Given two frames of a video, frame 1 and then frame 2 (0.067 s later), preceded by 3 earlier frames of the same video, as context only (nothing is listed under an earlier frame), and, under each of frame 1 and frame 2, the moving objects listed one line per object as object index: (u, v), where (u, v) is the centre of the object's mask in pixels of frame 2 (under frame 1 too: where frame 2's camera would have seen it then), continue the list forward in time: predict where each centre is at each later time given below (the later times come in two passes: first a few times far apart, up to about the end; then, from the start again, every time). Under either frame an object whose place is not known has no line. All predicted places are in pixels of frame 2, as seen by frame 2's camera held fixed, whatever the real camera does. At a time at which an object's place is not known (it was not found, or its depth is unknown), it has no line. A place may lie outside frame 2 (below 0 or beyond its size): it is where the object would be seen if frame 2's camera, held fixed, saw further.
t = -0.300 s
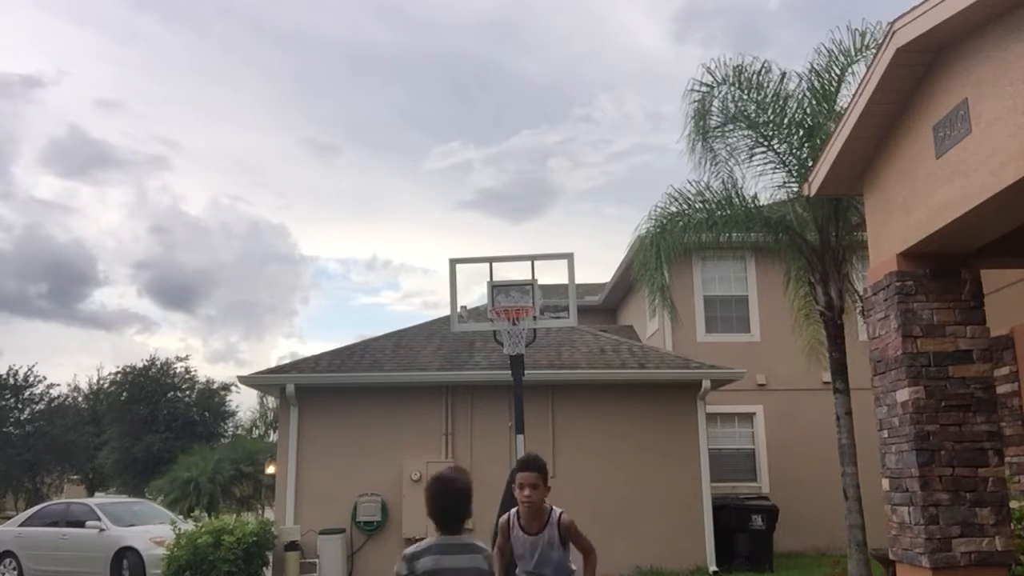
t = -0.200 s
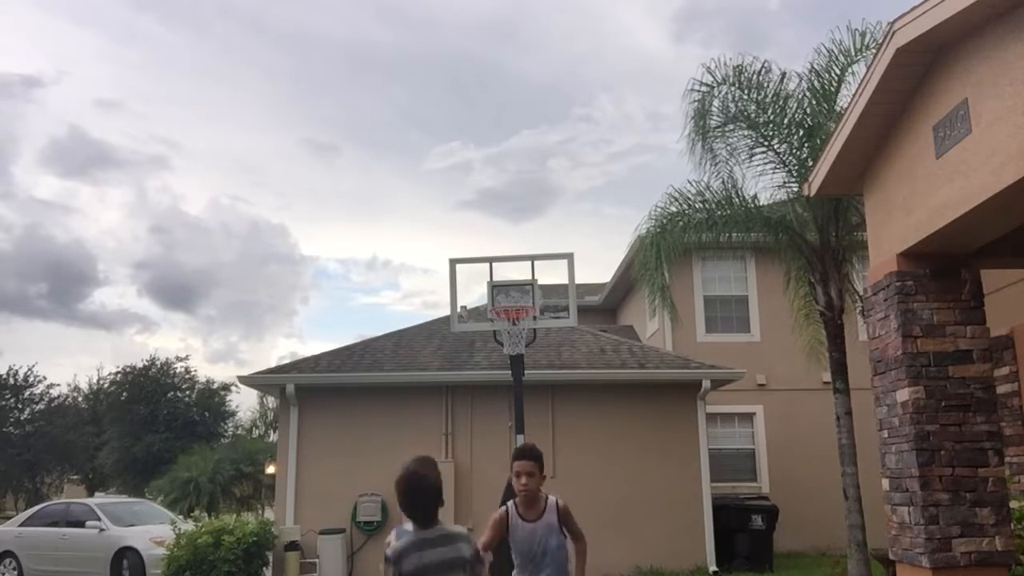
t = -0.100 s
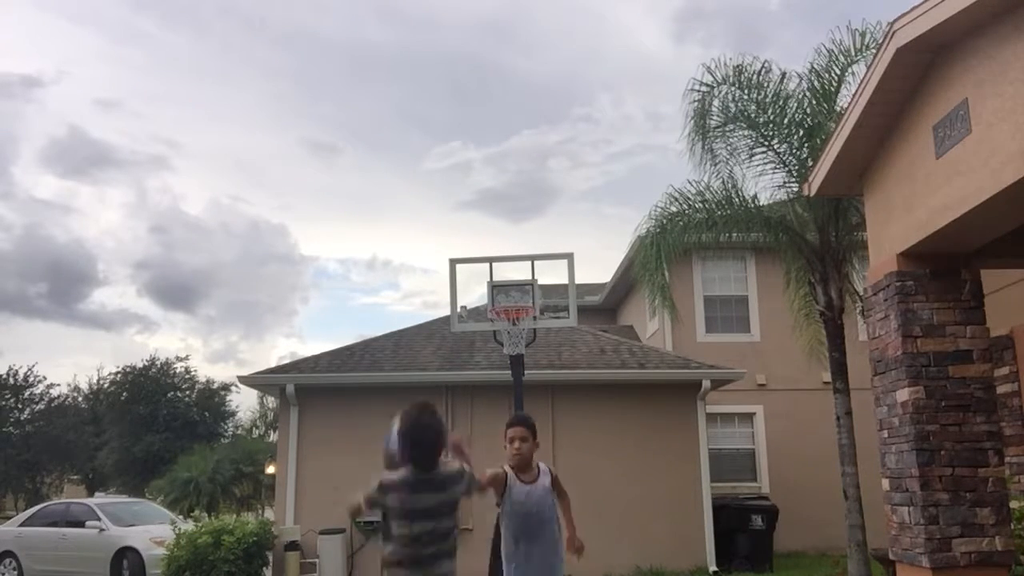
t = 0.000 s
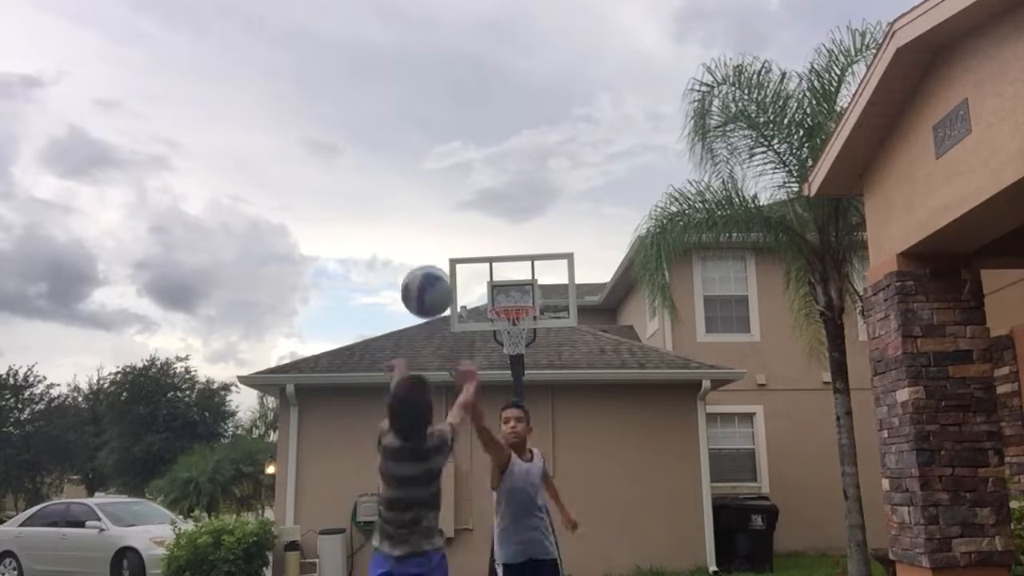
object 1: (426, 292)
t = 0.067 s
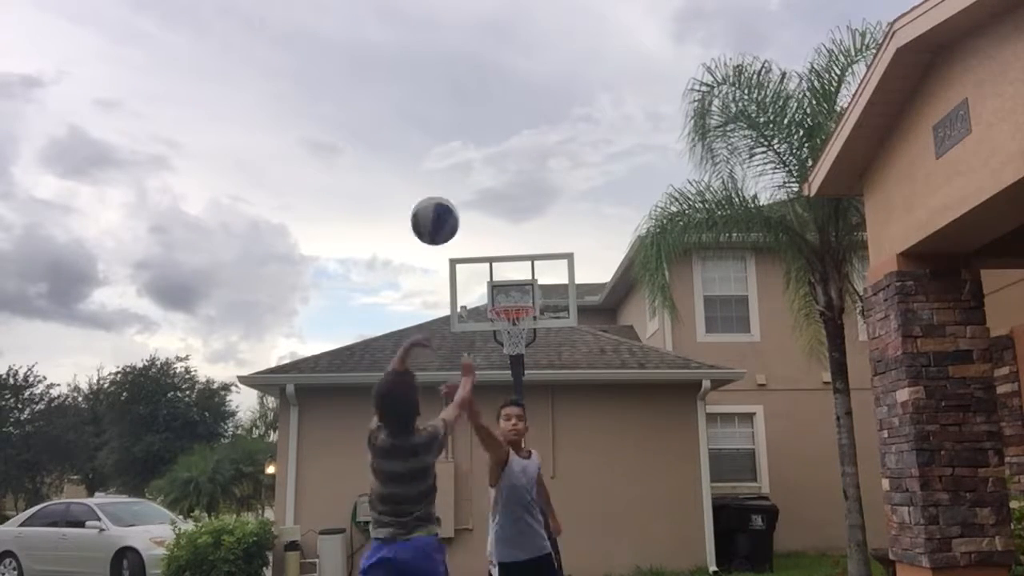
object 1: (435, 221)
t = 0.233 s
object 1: (449, 121)
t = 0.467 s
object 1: (464, 84)
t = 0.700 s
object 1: (476, 117)
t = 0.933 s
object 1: (486, 197)
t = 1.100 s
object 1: (492, 274)
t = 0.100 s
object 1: (438, 193)
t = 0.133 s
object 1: (441, 171)
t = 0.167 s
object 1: (444, 151)
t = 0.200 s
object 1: (446, 135)
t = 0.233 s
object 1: (449, 121)
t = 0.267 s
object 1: (451, 110)
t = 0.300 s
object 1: (454, 101)
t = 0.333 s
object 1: (456, 94)
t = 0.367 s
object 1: (458, 89)
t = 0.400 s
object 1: (460, 86)
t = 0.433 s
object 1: (462, 84)
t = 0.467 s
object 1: (464, 84)
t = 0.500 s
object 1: (466, 85)
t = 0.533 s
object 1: (467, 88)
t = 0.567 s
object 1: (469, 91)
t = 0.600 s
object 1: (471, 96)
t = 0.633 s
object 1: (473, 102)
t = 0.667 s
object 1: (474, 110)
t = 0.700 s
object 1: (476, 117)
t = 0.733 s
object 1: (477, 126)
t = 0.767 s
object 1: (479, 136)
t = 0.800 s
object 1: (480, 146)
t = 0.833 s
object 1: (481, 158)
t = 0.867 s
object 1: (483, 170)
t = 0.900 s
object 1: (484, 183)
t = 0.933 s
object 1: (486, 197)
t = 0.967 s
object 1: (487, 211)
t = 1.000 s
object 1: (488, 226)
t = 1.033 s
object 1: (490, 241)
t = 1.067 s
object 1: (491, 257)
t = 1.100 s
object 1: (492, 274)
